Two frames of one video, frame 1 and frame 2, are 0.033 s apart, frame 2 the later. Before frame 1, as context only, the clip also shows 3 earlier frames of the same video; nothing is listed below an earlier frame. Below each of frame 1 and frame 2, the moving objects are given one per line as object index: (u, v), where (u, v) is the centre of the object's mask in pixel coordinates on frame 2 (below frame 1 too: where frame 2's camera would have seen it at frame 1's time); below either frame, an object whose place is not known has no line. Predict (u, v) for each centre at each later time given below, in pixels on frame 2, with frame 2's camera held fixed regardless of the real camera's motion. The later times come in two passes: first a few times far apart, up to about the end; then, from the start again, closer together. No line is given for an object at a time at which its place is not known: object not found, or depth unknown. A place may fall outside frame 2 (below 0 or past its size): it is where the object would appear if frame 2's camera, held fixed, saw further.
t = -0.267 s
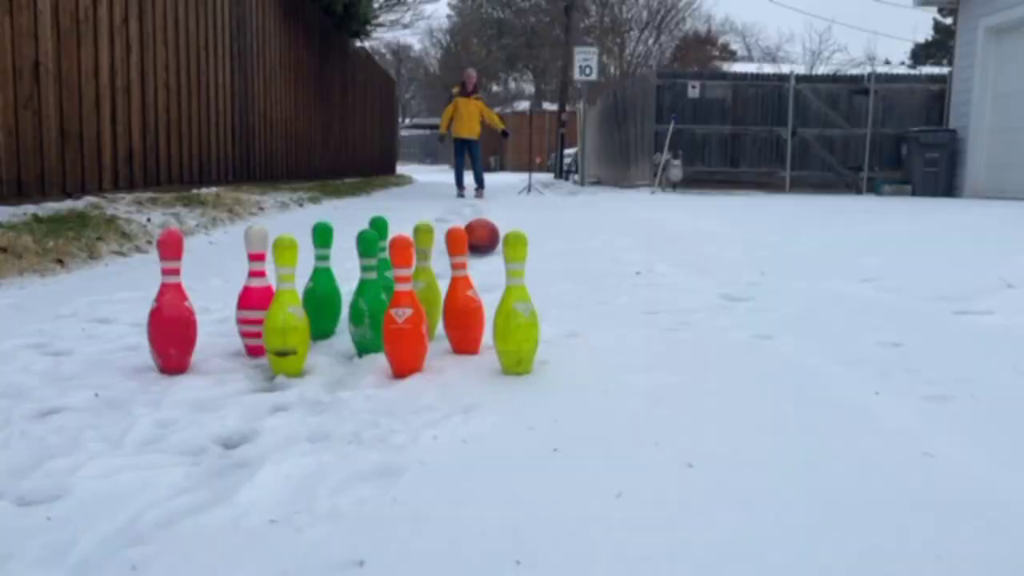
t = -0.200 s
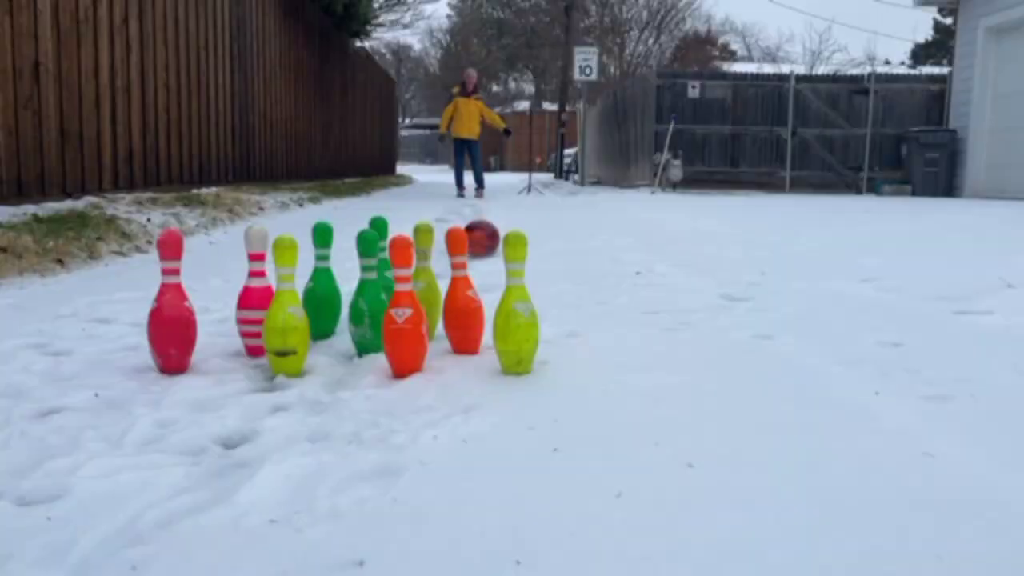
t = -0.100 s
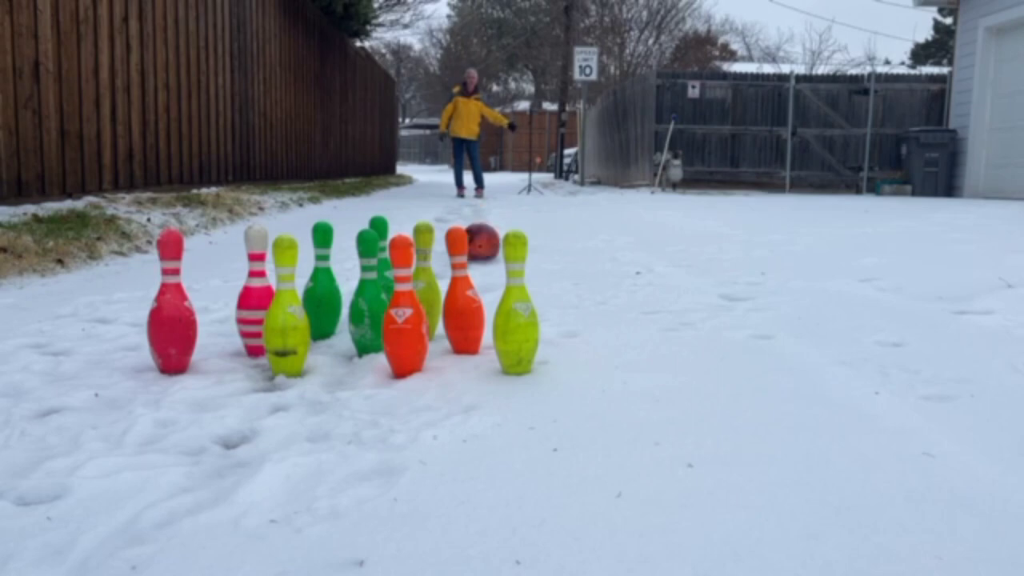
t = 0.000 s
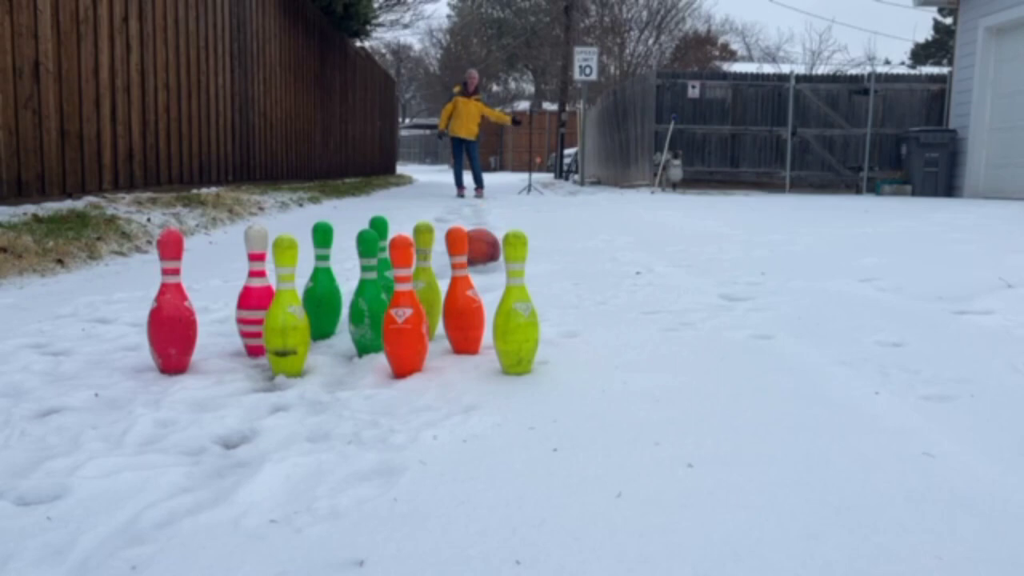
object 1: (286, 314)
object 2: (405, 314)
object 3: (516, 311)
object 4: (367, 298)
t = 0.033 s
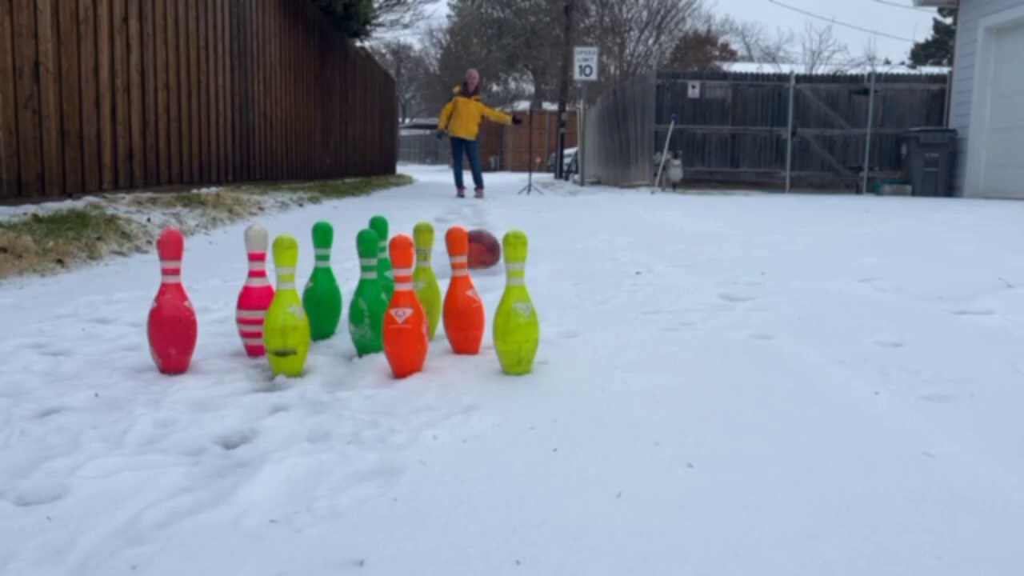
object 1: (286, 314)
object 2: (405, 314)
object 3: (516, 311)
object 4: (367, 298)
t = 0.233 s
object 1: (286, 314)
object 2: (404, 314)
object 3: (516, 311)
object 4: (367, 298)
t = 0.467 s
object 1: (286, 314)
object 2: (404, 314)
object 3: (516, 311)
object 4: (367, 298)
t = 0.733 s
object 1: (286, 314)
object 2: (404, 314)
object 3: (515, 311)
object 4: (341, 302)
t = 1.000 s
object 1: (181, 341)
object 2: (405, 311)
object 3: (516, 311)
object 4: (277, 352)
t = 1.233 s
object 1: (114, 372)
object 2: (402, 316)
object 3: (531, 311)
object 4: (254, 374)
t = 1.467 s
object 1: (79, 378)
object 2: (399, 353)
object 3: (553, 322)
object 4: (253, 374)
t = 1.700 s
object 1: (74, 380)
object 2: (388, 377)
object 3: (564, 351)
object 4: (255, 374)
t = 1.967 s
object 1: (84, 381)
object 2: (386, 378)
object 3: (562, 351)
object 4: (255, 374)
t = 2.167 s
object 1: (84, 381)
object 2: (386, 378)
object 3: (561, 351)
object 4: (255, 374)
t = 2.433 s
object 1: (84, 381)
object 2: (386, 378)
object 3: (561, 351)
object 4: (255, 374)
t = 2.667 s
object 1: (84, 381)
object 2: (386, 378)
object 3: (561, 351)
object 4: (255, 374)
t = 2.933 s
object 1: (84, 381)
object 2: (386, 378)
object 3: (561, 351)
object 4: (255, 374)
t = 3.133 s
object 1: (84, 381)
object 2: (386, 378)
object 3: (561, 351)
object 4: (254, 374)
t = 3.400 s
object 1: (84, 381)
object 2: (386, 378)
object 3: (561, 351)
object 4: (254, 374)
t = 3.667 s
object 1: (84, 381)
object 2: (386, 378)
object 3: (561, 351)
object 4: (255, 374)
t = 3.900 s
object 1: (84, 381)
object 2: (386, 378)
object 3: (562, 351)
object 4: (255, 374)
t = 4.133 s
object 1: (84, 381)
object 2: (386, 378)
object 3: (562, 351)
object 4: (255, 374)
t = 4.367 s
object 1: (83, 381)
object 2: (386, 378)
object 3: (562, 351)
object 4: (255, 374)
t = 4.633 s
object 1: (84, 381)
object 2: (386, 378)
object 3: (562, 351)
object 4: (255, 374)
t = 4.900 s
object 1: (84, 381)
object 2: (386, 378)
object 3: (562, 351)
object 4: (255, 374)
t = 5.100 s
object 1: (84, 381)
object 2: (386, 378)
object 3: (562, 351)
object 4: (255, 374)
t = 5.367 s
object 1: (84, 381)
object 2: (386, 378)
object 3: (562, 351)
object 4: (255, 374)
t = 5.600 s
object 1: (84, 381)
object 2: (386, 378)
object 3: (562, 351)
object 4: (255, 374)
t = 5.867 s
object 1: (84, 381)
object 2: (386, 378)
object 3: (562, 351)
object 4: (255, 374)
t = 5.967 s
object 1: (84, 381)
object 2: (386, 378)
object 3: (562, 351)
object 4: (255, 374)
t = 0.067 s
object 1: (286, 314)
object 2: (405, 314)
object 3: (516, 311)
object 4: (367, 298)
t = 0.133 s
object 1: (286, 314)
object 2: (405, 314)
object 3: (516, 311)
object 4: (367, 298)
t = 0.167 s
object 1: (286, 314)
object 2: (405, 314)
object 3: (516, 311)
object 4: (367, 298)
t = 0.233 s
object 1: (286, 314)
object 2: (404, 314)
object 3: (516, 311)
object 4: (367, 298)
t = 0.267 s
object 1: (286, 314)
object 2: (404, 314)
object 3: (516, 311)
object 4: (367, 298)
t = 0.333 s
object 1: (286, 314)
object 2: (404, 314)
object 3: (516, 311)
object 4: (367, 298)
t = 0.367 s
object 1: (286, 314)
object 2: (404, 314)
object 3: (516, 311)
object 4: (367, 298)
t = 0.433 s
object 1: (286, 314)
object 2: (404, 314)
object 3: (516, 311)
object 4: (367, 298)
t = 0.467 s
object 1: (286, 314)
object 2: (404, 314)
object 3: (516, 311)
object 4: (367, 298)
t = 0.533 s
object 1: (286, 314)
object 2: (404, 314)
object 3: (516, 311)
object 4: (367, 298)
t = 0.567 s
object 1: (286, 314)
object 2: (404, 314)
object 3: (516, 311)
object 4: (367, 298)
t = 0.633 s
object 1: (286, 314)
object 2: (404, 315)
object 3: (515, 311)
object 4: (367, 298)
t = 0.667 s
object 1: (286, 314)
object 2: (404, 314)
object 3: (516, 311)
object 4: (364, 300)
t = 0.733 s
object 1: (286, 314)
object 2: (404, 314)
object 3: (515, 311)
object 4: (341, 302)
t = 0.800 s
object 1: (280, 315)
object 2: (404, 314)
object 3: (516, 311)
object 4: (325, 303)
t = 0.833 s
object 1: (271, 316)
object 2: (404, 314)
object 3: (516, 311)
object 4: (315, 308)
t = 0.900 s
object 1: (246, 319)
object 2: (404, 314)
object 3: (516, 311)
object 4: (300, 320)
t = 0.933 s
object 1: (233, 325)
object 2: (404, 314)
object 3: (516, 311)
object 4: (289, 328)
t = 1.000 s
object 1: (181, 341)
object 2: (405, 311)
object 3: (516, 311)
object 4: (277, 352)
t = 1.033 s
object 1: (177, 358)
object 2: (404, 310)
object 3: (519, 311)
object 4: (274, 365)
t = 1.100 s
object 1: (160, 364)
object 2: (404, 314)
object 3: (524, 311)
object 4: (270, 366)
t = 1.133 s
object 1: (148, 367)
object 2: (404, 314)
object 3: (526, 310)
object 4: (263, 370)
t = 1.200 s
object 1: (124, 371)
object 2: (403, 314)
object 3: (529, 310)
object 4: (257, 373)
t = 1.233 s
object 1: (114, 372)
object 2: (402, 316)
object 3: (531, 311)
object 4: (254, 374)
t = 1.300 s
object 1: (102, 374)
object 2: (401, 318)
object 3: (536, 312)
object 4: (251, 374)
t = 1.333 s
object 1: (96, 376)
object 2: (401, 321)
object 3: (538, 313)
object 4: (250, 374)
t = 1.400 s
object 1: (87, 378)
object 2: (400, 331)
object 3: (545, 315)
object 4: (251, 374)
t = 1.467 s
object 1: (79, 378)
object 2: (399, 353)
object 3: (553, 322)
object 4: (253, 374)
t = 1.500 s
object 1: (77, 378)
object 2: (398, 362)
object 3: (558, 328)
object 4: (254, 374)
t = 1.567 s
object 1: (74, 378)
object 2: (395, 369)
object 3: (564, 345)
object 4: (255, 374)
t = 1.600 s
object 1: (74, 379)
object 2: (393, 373)
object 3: (564, 350)
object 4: (255, 374)
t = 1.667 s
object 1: (74, 379)
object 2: (389, 376)
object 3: (564, 351)
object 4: (255, 374)
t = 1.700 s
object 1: (74, 380)
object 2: (388, 377)
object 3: (564, 351)
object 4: (255, 374)
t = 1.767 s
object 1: (76, 380)
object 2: (386, 378)
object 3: (563, 351)
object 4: (255, 374)
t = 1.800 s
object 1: (77, 381)
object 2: (386, 378)
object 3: (562, 351)
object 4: (255, 374)
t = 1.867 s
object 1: (81, 381)
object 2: (386, 378)
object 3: (562, 351)
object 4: (255, 374)
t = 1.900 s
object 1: (82, 381)
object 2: (386, 378)
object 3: (562, 351)
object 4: (255, 374)
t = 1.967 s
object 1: (84, 381)
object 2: (386, 378)
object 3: (562, 351)
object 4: (255, 374)
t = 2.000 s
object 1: (84, 381)
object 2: (386, 378)
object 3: (561, 351)
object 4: (255, 374)
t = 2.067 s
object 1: (84, 381)
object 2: (386, 378)
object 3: (561, 351)
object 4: (255, 374)
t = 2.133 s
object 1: (84, 381)
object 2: (386, 378)
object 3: (561, 351)
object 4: (255, 374)
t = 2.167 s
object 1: (84, 381)
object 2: (386, 378)
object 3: (561, 351)
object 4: (255, 374)
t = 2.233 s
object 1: (84, 381)
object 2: (386, 378)
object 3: (561, 351)
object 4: (255, 374)
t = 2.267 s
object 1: (84, 381)
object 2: (386, 378)
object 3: (561, 351)
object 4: (255, 374)
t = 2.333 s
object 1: (84, 381)
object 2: (386, 378)
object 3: (562, 351)
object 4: (255, 374)
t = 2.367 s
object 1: (84, 381)
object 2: (386, 378)
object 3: (561, 351)
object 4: (255, 374)
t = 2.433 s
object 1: (84, 381)
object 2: (386, 378)
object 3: (561, 351)
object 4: (255, 374)
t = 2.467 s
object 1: (84, 381)
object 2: (386, 378)
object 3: (561, 351)
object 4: (255, 374)
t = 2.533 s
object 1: (84, 381)
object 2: (386, 378)
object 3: (561, 351)
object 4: (255, 374)
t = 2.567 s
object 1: (84, 381)
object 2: (386, 378)
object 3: (561, 351)
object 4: (255, 374)
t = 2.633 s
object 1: (84, 381)
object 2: (386, 378)
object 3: (561, 351)
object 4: (255, 374)
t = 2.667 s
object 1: (84, 381)
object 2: (386, 378)
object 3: (561, 351)
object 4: (255, 374)
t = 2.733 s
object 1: (84, 381)
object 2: (386, 378)
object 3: (561, 351)
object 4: (255, 374)
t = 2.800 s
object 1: (84, 381)
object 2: (386, 378)
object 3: (561, 351)
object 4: (255, 374)
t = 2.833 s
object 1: (84, 381)
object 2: (386, 378)
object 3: (561, 351)
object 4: (255, 374)
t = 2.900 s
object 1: (84, 381)
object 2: (386, 378)
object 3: (561, 351)
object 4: (255, 374)
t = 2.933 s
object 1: (84, 381)
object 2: (386, 378)
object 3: (561, 351)
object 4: (255, 374)
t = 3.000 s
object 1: (84, 381)
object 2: (386, 378)
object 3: (561, 351)
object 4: (255, 374)
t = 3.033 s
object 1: (84, 381)
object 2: (386, 378)
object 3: (561, 351)
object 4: (255, 374)
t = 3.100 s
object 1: (84, 381)
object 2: (386, 378)
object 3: (561, 351)
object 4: (255, 374)
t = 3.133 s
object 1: (84, 381)
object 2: (386, 378)
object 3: (561, 351)
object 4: (254, 374)
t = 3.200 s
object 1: (84, 381)
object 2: (386, 378)
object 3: (561, 351)
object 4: (254, 374)
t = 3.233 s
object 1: (84, 381)
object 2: (386, 378)
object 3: (561, 351)
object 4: (254, 374)
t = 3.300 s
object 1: (84, 381)
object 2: (386, 378)
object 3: (561, 351)
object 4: (254, 374)
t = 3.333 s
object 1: (84, 381)
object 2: (386, 378)
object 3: (561, 351)
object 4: (254, 374)
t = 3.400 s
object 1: (84, 381)
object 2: (386, 378)
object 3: (561, 351)
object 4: (254, 374)
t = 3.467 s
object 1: (84, 381)
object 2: (386, 378)
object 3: (561, 351)
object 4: (255, 374)
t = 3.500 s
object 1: (84, 381)
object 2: (386, 378)
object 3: (561, 351)
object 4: (255, 374)
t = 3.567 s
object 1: (84, 381)
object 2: (386, 378)
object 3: (561, 351)
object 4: (254, 374)
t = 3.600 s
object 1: (84, 381)
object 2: (386, 378)
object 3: (561, 351)
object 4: (255, 374)
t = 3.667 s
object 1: (84, 381)
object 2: (386, 378)
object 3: (561, 351)
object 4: (255, 374)
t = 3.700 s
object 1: (84, 381)
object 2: (386, 378)
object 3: (561, 351)
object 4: (255, 374)
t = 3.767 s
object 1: (84, 381)
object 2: (386, 378)
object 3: (562, 351)
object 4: (255, 374)
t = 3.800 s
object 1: (84, 381)
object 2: (386, 378)
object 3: (562, 351)
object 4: (255, 374)
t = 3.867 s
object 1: (84, 381)
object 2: (386, 378)
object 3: (562, 351)
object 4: (255, 374)
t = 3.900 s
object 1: (84, 381)
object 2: (386, 378)
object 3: (562, 351)
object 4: (255, 374)
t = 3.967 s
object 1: (84, 381)
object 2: (386, 378)
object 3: (562, 351)
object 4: (255, 374)
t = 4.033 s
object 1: (84, 381)
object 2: (386, 378)
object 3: (562, 351)
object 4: (255, 374)
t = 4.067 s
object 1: (84, 381)
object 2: (386, 378)
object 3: (562, 351)
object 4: (255, 374)
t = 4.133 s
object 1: (84, 381)
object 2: (386, 378)
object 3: (562, 351)
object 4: (255, 374)
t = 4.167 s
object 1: (84, 381)
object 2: (386, 378)
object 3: (562, 351)
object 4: (255, 374)
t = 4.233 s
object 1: (84, 381)
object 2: (386, 378)
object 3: (562, 351)
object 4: (255, 374)
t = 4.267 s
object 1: (84, 381)
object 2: (386, 378)
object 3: (562, 351)
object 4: (255, 374)
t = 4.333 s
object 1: (84, 381)
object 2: (386, 378)
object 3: (562, 351)
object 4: (255, 374)
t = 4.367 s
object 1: (83, 381)
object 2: (386, 378)
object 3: (562, 351)
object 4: (255, 374)
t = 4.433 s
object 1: (84, 381)
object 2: (386, 378)
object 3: (562, 351)
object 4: (255, 374)
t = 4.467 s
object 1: (84, 381)
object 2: (386, 378)
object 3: (562, 351)
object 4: (255, 374)
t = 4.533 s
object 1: (83, 381)
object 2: (386, 378)
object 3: (562, 351)
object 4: (255, 374)
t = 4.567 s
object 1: (84, 381)
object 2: (386, 378)
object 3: (562, 351)
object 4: (255, 374)
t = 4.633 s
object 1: (84, 381)
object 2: (386, 378)
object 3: (562, 351)
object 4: (255, 374)
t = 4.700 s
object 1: (84, 381)
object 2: (386, 378)
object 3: (562, 351)
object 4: (255, 374)
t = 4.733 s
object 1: (84, 381)
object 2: (386, 378)
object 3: (562, 351)
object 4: (255, 374)
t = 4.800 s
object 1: (84, 381)
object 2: (386, 378)
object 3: (562, 351)
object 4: (255, 374)
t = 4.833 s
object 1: (83, 381)
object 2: (386, 378)
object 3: (562, 351)
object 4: (255, 374)
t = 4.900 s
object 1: (84, 381)
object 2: (386, 378)
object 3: (562, 351)
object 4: (255, 374)
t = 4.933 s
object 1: (84, 381)
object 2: (386, 378)
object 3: (562, 351)
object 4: (255, 374)
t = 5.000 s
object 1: (84, 381)
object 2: (386, 378)
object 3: (562, 351)
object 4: (255, 374)
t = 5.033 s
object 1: (84, 381)
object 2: (386, 378)
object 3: (562, 351)
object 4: (255, 374)
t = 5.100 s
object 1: (84, 381)
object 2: (386, 378)
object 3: (562, 351)
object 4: (255, 374)
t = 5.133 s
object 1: (83, 381)
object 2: (386, 378)
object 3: (562, 351)
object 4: (255, 374)
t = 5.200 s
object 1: (84, 381)
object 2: (386, 378)
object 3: (562, 351)
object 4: (255, 374)
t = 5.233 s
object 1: (84, 381)
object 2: (386, 378)
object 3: (562, 351)
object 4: (255, 374)
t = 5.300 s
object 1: (84, 381)
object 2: (386, 378)
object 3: (562, 351)
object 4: (255, 374)
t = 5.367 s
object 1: (84, 381)
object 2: (386, 378)
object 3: (562, 351)
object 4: (255, 374)
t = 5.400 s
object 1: (84, 381)
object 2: (386, 378)
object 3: (562, 351)
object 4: (255, 374)
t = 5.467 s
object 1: (84, 381)
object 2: (386, 378)
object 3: (562, 351)
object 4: (255, 374)
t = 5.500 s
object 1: (84, 381)
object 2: (386, 378)
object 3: (562, 351)
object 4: (255, 374)
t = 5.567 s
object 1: (84, 381)
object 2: (386, 378)
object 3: (562, 351)
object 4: (255, 374)
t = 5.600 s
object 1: (84, 381)
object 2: (386, 378)
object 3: (562, 351)
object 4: (255, 374)
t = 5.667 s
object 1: (84, 381)
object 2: (386, 378)
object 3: (562, 351)
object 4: (255, 374)
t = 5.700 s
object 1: (84, 381)
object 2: (386, 378)
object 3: (562, 351)
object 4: (255, 374)
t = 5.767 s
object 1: (84, 381)
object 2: (386, 378)
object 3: (562, 351)
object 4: (255, 374)
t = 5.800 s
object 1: (84, 381)
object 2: (386, 378)
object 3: (562, 351)
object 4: (255, 374)
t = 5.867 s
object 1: (84, 381)
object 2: (386, 378)
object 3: (562, 351)
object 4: (255, 374)
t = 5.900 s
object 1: (84, 381)
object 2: (386, 378)
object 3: (562, 351)
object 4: (255, 374)
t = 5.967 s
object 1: (84, 381)
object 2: (386, 378)
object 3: (562, 351)
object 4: (255, 374)
